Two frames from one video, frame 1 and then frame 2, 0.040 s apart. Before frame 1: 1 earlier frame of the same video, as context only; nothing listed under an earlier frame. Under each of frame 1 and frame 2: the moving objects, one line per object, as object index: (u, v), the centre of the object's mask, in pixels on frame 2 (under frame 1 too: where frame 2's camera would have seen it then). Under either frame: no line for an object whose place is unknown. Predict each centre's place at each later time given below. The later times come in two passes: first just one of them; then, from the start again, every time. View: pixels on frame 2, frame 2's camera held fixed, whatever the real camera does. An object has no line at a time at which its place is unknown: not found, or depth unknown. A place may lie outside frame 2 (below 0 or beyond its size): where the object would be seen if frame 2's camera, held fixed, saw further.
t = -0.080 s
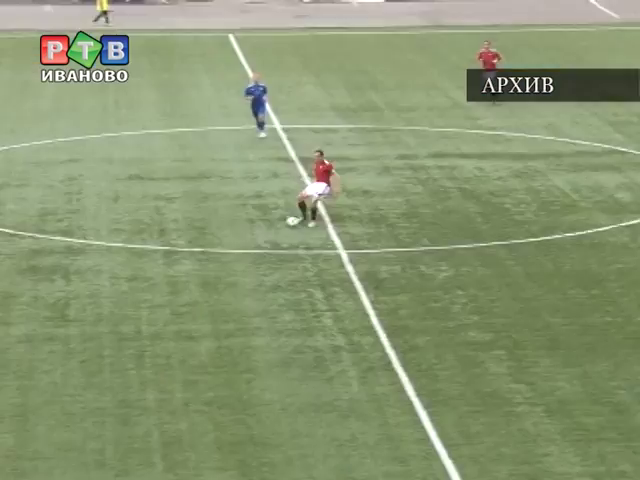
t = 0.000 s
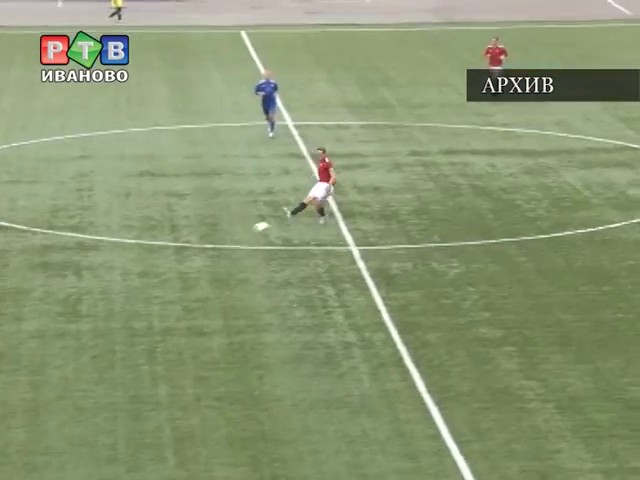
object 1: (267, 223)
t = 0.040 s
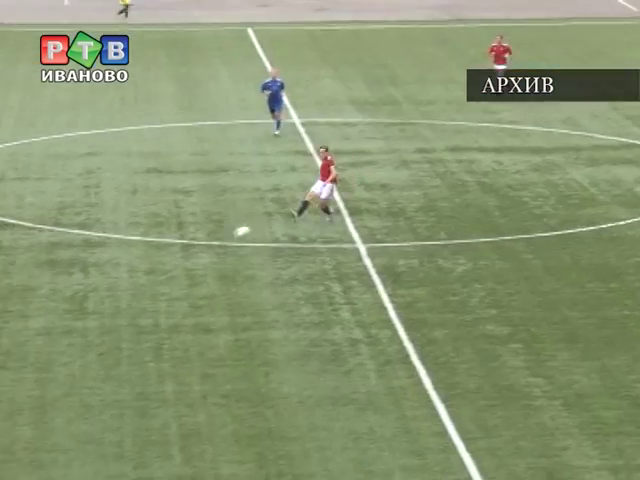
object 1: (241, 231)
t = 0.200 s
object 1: (144, 264)
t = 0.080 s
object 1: (217, 239)
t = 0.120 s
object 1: (192, 249)
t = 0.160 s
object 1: (166, 260)
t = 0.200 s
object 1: (144, 264)
